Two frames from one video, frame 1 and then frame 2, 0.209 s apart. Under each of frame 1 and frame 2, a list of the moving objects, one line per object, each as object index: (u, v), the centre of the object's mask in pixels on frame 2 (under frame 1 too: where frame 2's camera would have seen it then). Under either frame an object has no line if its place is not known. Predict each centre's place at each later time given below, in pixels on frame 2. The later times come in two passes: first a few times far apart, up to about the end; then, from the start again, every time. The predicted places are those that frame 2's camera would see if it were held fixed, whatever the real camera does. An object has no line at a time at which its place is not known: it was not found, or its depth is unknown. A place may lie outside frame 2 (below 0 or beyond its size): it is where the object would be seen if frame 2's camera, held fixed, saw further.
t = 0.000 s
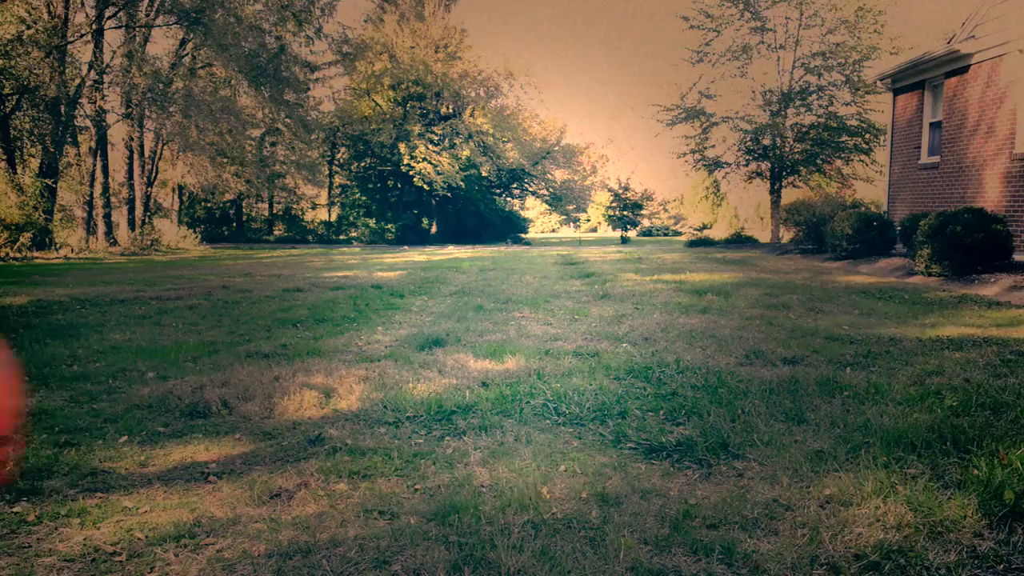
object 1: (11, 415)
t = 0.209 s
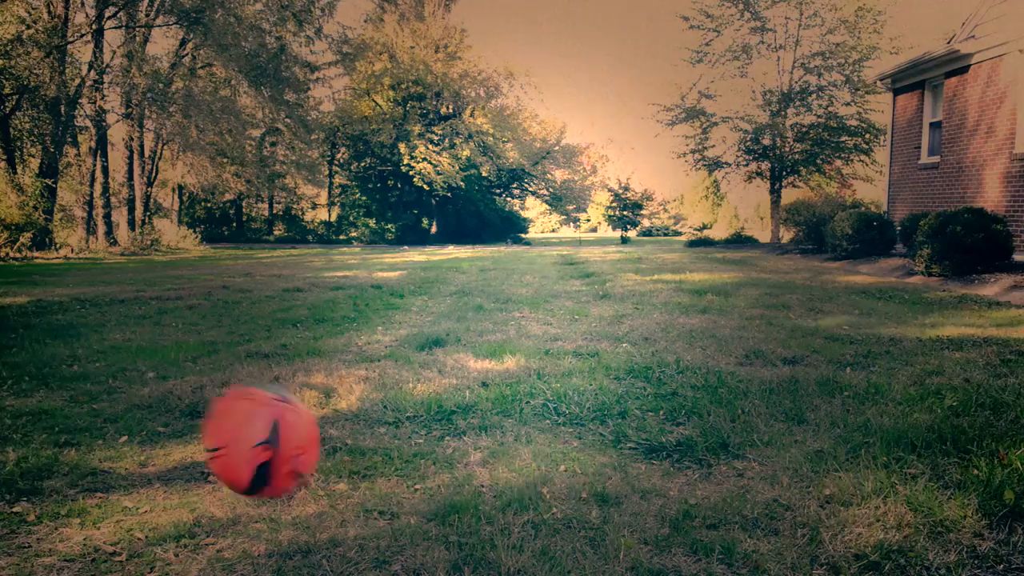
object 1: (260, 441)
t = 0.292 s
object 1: (310, 488)
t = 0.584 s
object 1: (332, 287)
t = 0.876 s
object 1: (343, 362)
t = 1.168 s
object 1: (332, 328)
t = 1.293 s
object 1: (330, 317)
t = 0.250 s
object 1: (288, 464)
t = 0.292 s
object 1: (310, 488)
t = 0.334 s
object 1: (315, 436)
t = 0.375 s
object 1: (318, 390)
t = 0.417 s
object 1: (322, 353)
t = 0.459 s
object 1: (325, 325)
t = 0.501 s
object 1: (328, 306)
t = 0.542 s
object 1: (330, 293)
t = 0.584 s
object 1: (332, 287)
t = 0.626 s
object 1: (334, 286)
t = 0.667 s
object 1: (336, 290)
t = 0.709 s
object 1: (338, 297)
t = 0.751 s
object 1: (340, 310)
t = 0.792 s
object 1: (341, 325)
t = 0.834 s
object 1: (342, 343)
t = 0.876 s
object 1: (343, 362)
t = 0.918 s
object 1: (342, 357)
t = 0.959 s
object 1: (340, 342)
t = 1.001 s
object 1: (339, 332)
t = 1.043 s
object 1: (337, 326)
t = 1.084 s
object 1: (335, 323)
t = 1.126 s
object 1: (334, 324)
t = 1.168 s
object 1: (332, 328)
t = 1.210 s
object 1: (331, 335)
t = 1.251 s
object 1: (331, 327)
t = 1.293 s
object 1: (330, 317)
